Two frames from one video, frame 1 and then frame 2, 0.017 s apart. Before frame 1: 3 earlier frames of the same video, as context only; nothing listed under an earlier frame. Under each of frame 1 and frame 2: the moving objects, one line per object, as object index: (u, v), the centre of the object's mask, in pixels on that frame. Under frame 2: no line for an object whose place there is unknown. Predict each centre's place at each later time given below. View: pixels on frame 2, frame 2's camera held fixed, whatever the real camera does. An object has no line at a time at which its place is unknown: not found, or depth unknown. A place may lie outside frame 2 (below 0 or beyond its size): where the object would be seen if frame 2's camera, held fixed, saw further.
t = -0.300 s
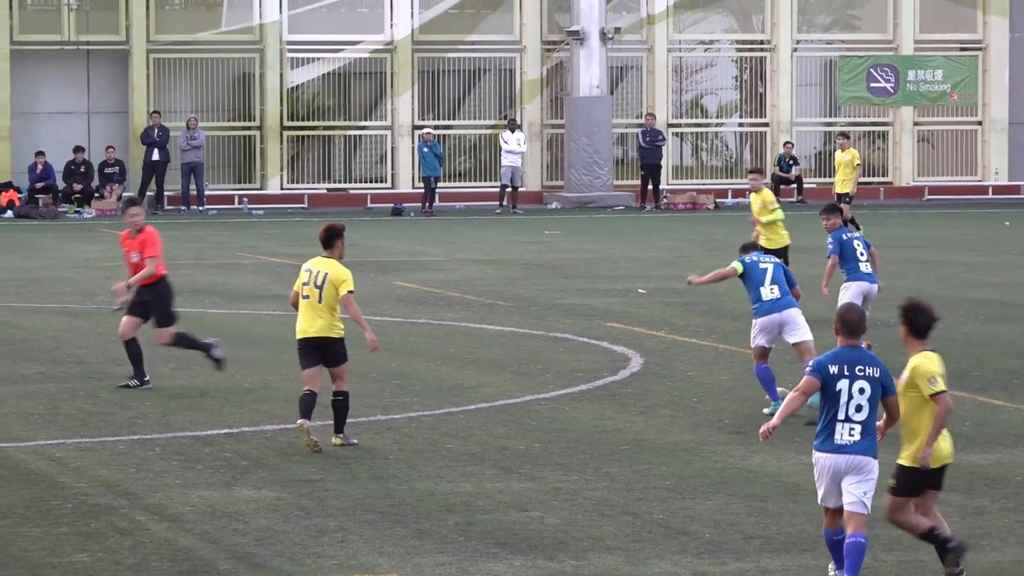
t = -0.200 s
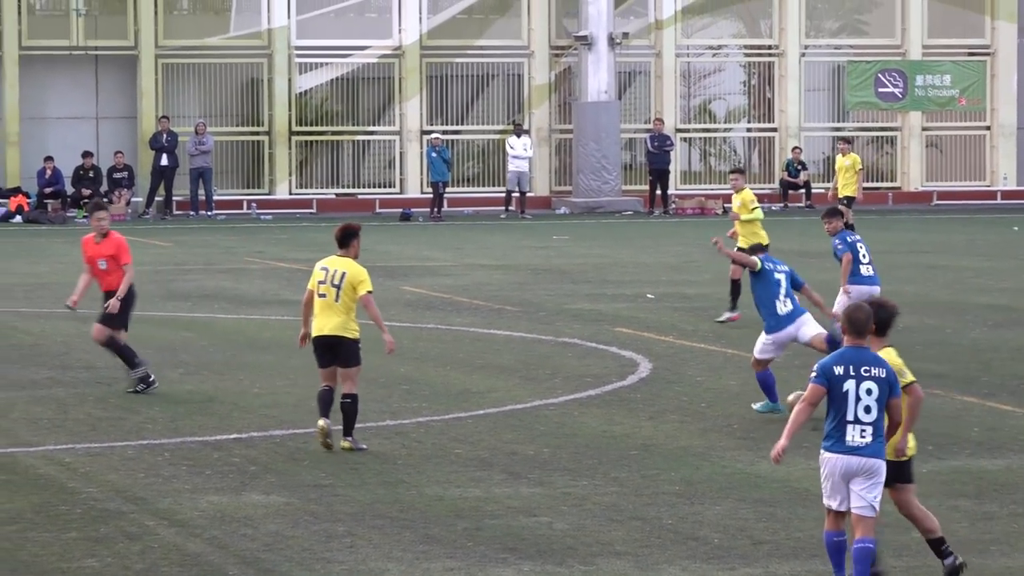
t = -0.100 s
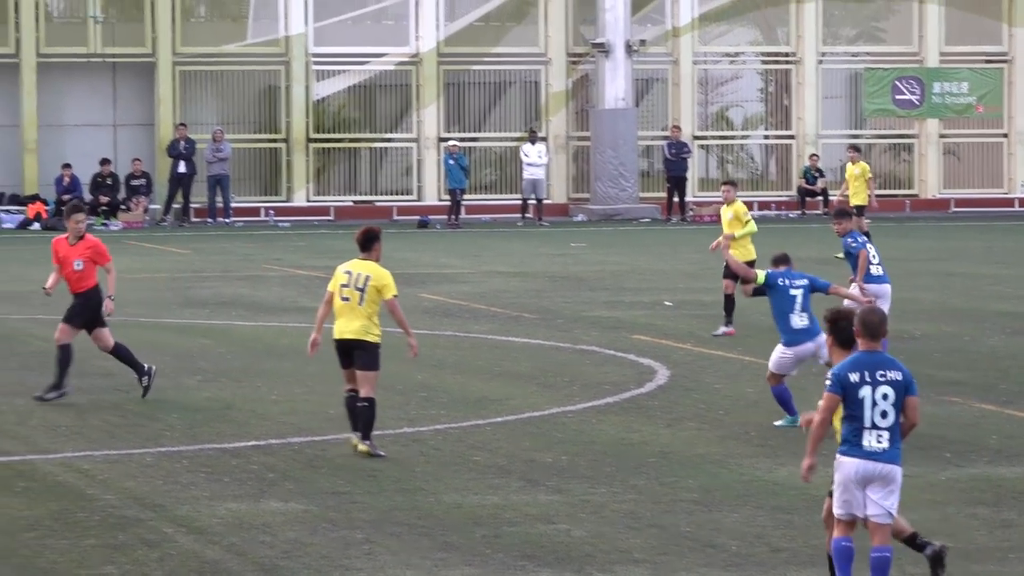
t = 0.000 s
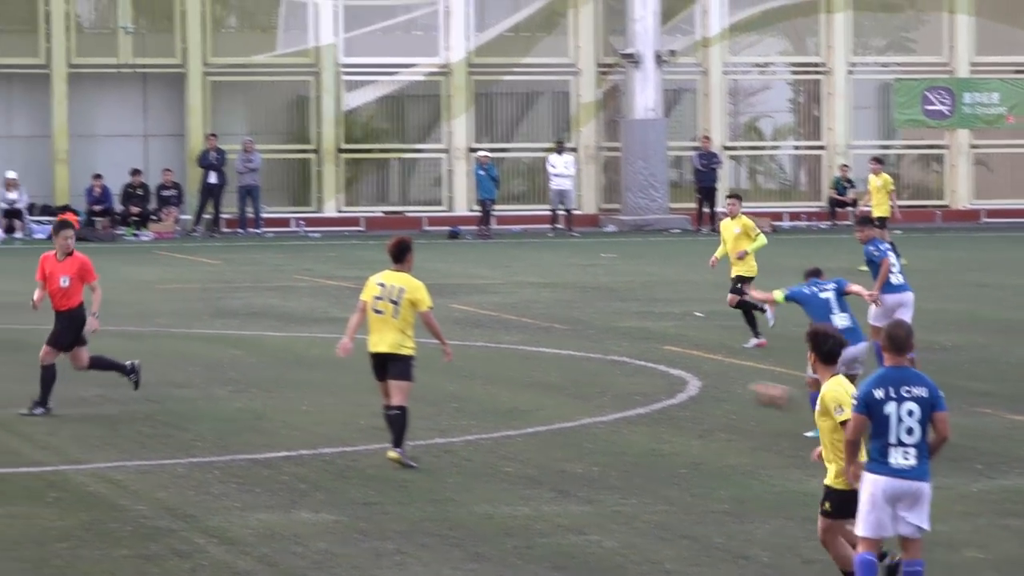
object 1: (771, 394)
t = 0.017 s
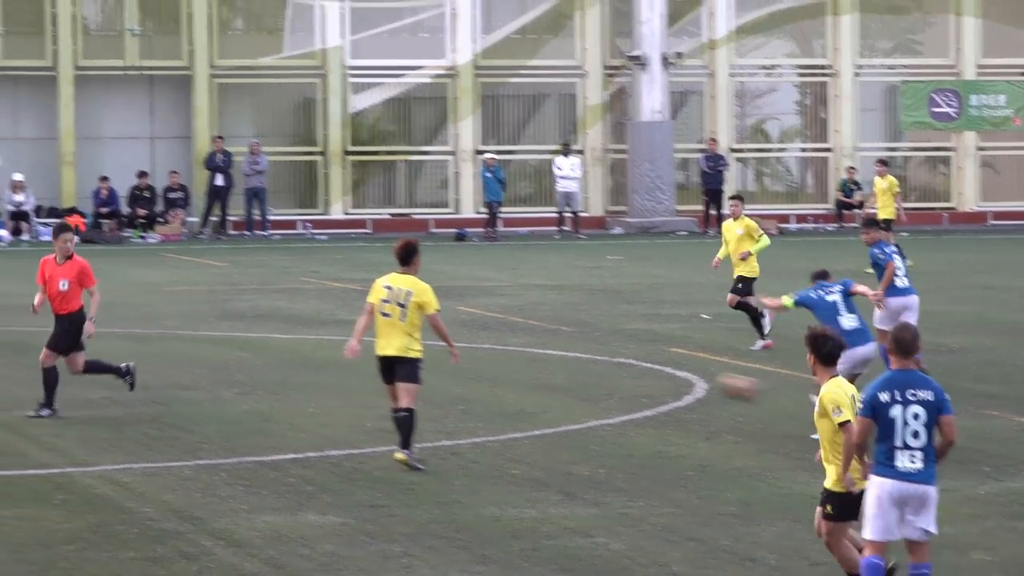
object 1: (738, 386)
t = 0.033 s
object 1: (700, 377)
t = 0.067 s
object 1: (623, 359)
